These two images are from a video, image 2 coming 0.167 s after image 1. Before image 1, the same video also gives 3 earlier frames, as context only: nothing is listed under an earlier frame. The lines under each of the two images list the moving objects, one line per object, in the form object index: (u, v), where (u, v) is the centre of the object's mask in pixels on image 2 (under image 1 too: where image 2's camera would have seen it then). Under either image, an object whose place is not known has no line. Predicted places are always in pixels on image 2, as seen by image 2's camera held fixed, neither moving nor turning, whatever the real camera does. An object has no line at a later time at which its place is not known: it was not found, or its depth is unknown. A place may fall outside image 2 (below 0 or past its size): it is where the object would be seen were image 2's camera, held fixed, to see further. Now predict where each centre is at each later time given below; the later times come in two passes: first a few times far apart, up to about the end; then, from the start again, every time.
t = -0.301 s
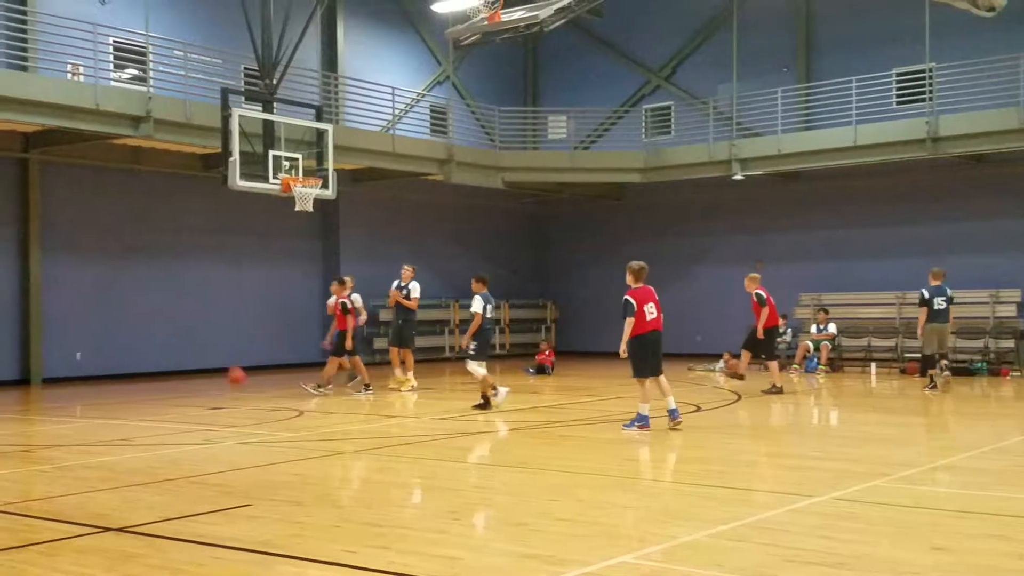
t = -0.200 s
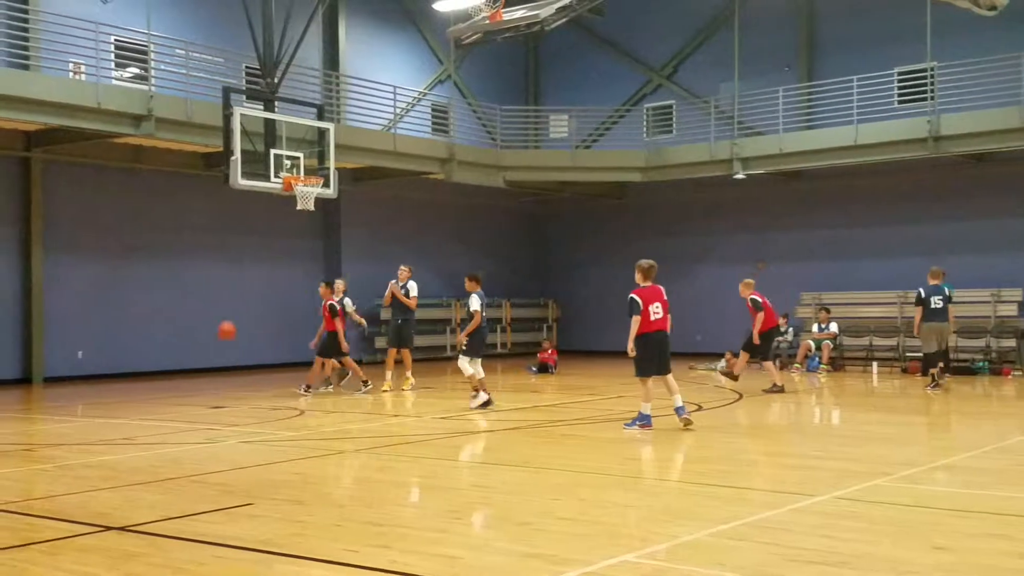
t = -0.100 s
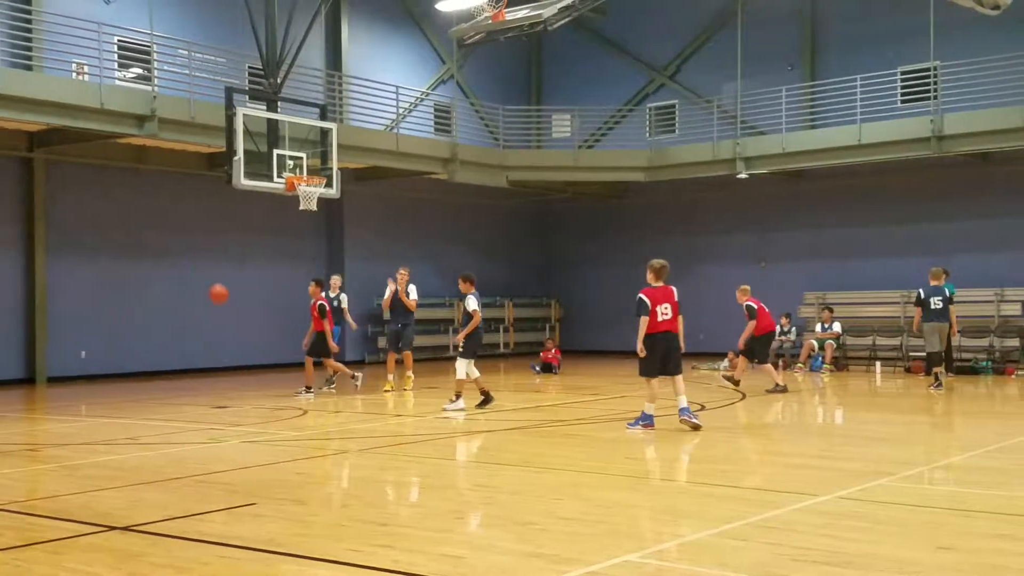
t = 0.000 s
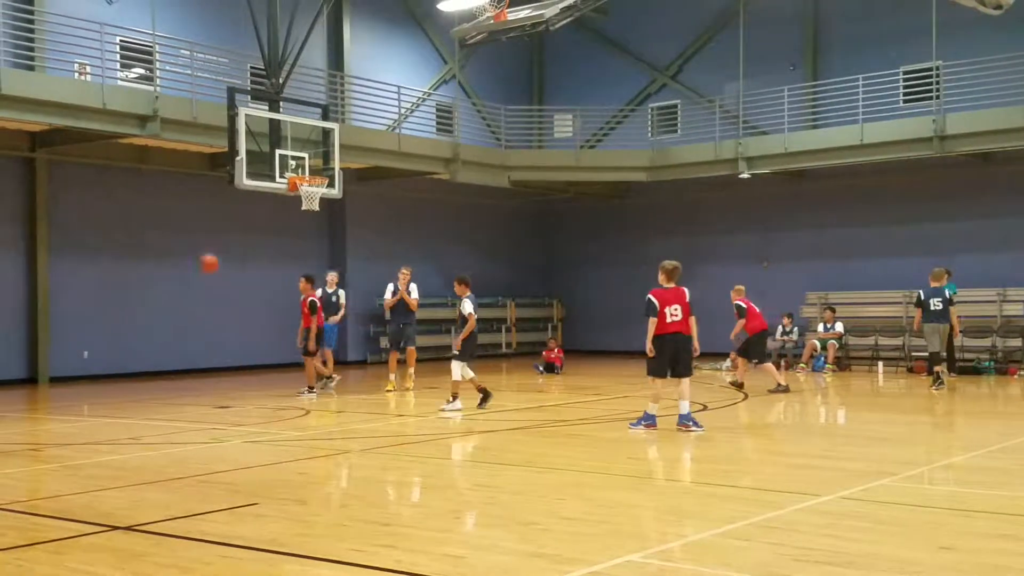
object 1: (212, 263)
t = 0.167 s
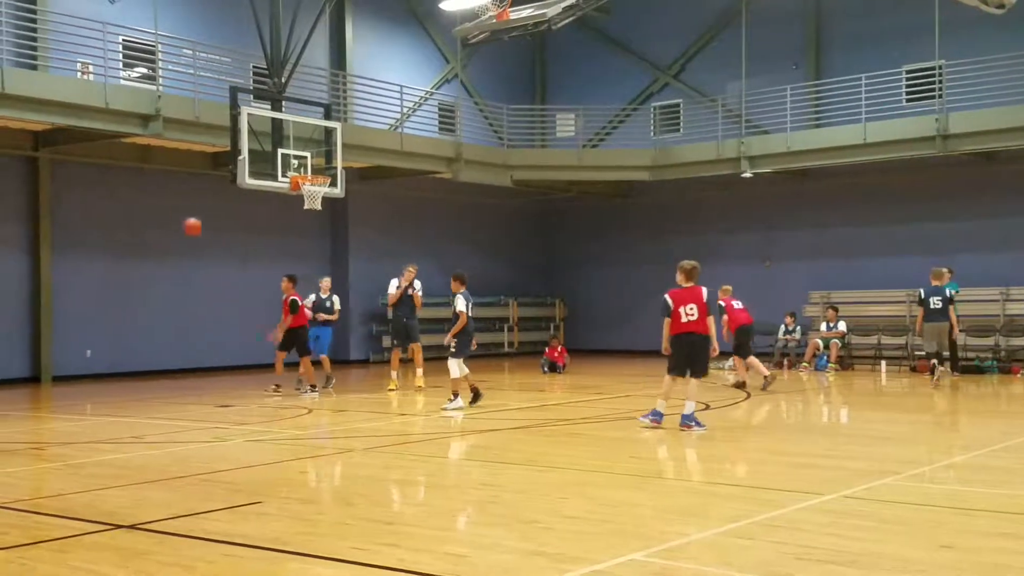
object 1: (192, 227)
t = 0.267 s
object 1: (181, 215)
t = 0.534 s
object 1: (152, 216)
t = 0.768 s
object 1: (127, 259)
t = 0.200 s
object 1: (189, 222)
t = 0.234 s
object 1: (185, 218)
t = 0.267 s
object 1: (181, 215)
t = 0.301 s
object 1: (178, 212)
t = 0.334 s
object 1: (174, 211)
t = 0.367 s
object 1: (170, 210)
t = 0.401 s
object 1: (167, 209)
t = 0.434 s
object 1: (163, 210)
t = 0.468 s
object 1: (159, 211)
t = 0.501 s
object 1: (156, 213)
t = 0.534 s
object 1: (152, 216)
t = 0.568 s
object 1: (149, 220)
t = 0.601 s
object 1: (145, 224)
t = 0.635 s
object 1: (141, 230)
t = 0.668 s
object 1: (137, 236)
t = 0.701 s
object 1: (134, 243)
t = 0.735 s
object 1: (130, 250)
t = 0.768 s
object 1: (127, 259)
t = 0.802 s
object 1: (123, 268)
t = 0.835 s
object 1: (120, 278)
